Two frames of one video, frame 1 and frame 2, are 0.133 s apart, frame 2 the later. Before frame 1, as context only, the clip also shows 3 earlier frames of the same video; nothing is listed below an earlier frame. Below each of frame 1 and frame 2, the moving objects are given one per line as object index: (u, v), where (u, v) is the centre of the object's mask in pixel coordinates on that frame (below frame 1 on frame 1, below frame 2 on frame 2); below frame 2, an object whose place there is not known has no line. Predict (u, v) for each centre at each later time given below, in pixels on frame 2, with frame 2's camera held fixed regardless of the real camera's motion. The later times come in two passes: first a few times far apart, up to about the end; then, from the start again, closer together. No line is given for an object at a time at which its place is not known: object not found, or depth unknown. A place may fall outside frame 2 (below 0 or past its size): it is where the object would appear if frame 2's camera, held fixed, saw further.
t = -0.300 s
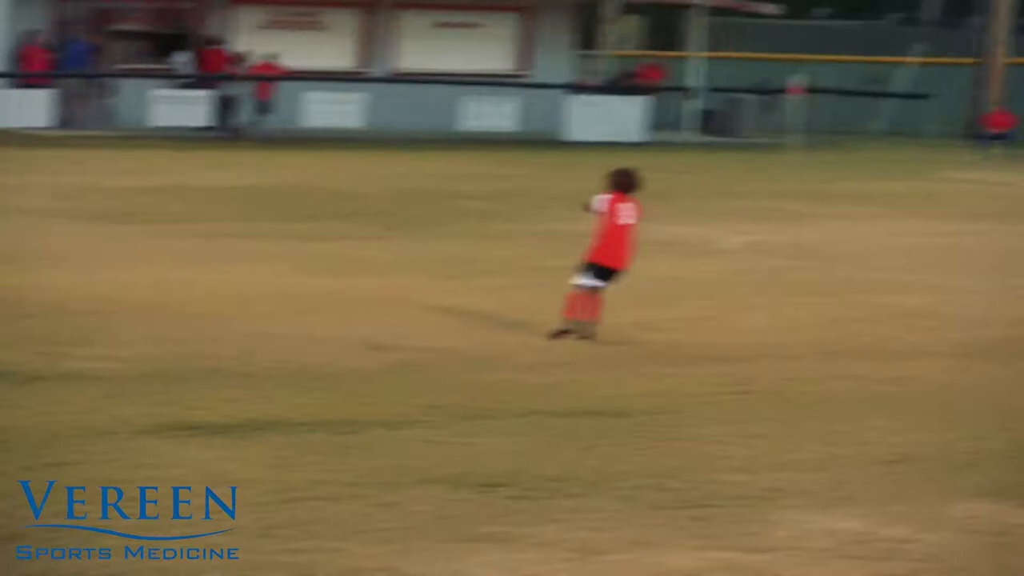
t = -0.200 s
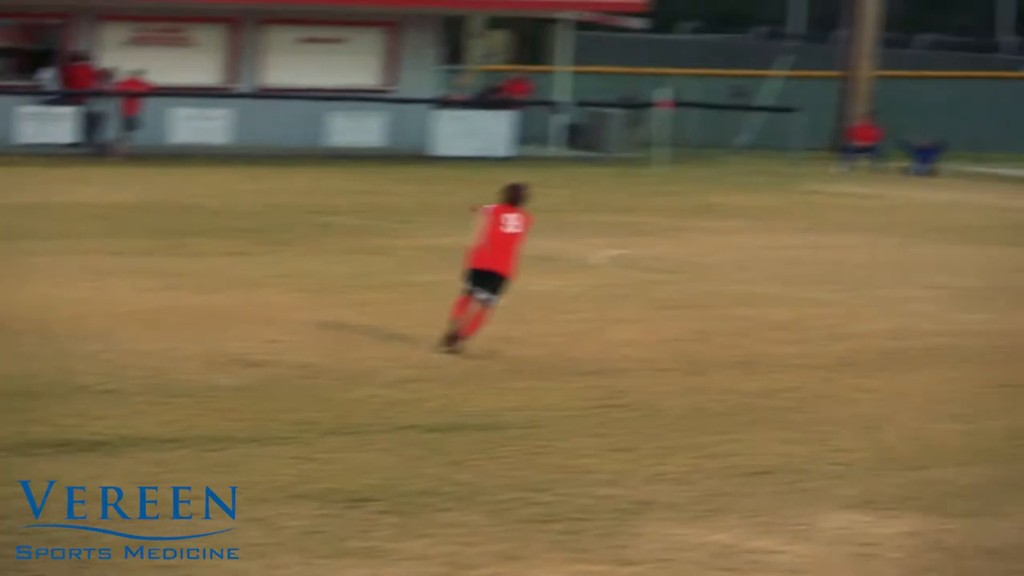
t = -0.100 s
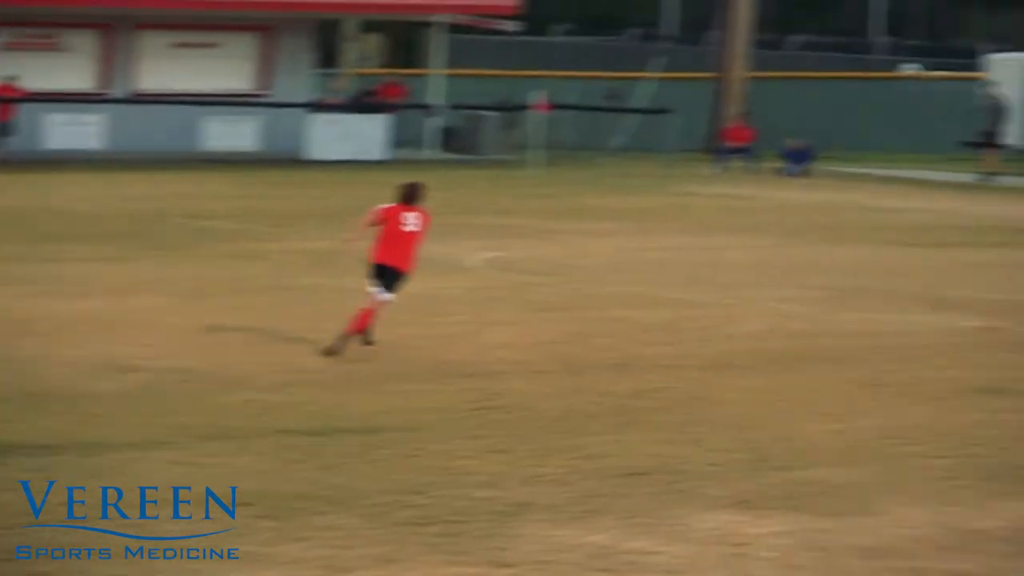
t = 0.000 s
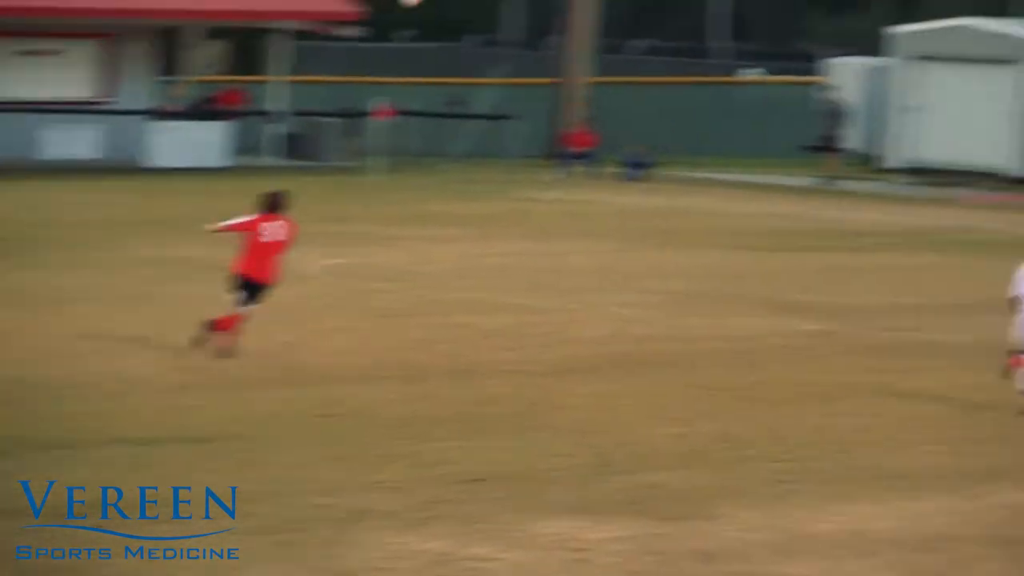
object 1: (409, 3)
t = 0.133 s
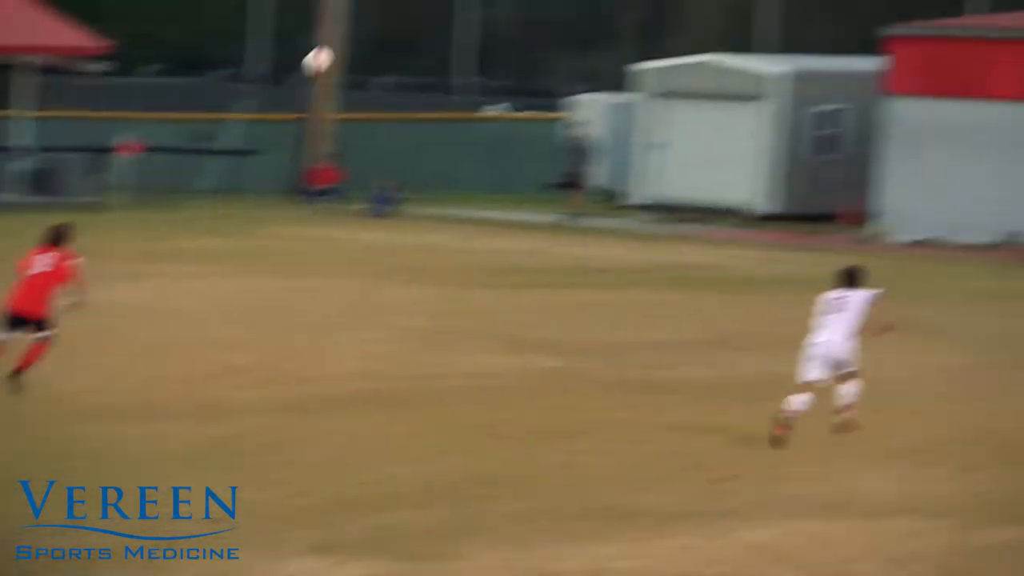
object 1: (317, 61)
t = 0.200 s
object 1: (390, 83)
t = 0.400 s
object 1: (596, 163)
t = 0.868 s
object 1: (937, 301)
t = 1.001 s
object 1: (987, 254)
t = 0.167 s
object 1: (355, 71)
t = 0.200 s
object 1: (390, 83)
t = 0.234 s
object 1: (426, 94)
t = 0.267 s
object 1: (463, 106)
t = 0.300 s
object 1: (495, 118)
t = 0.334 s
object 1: (529, 132)
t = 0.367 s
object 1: (562, 147)
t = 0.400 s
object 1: (596, 163)
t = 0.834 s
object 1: (925, 316)
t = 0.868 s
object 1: (937, 301)
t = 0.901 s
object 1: (950, 287)
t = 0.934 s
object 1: (963, 274)
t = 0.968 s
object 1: (975, 263)
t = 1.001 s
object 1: (987, 254)
